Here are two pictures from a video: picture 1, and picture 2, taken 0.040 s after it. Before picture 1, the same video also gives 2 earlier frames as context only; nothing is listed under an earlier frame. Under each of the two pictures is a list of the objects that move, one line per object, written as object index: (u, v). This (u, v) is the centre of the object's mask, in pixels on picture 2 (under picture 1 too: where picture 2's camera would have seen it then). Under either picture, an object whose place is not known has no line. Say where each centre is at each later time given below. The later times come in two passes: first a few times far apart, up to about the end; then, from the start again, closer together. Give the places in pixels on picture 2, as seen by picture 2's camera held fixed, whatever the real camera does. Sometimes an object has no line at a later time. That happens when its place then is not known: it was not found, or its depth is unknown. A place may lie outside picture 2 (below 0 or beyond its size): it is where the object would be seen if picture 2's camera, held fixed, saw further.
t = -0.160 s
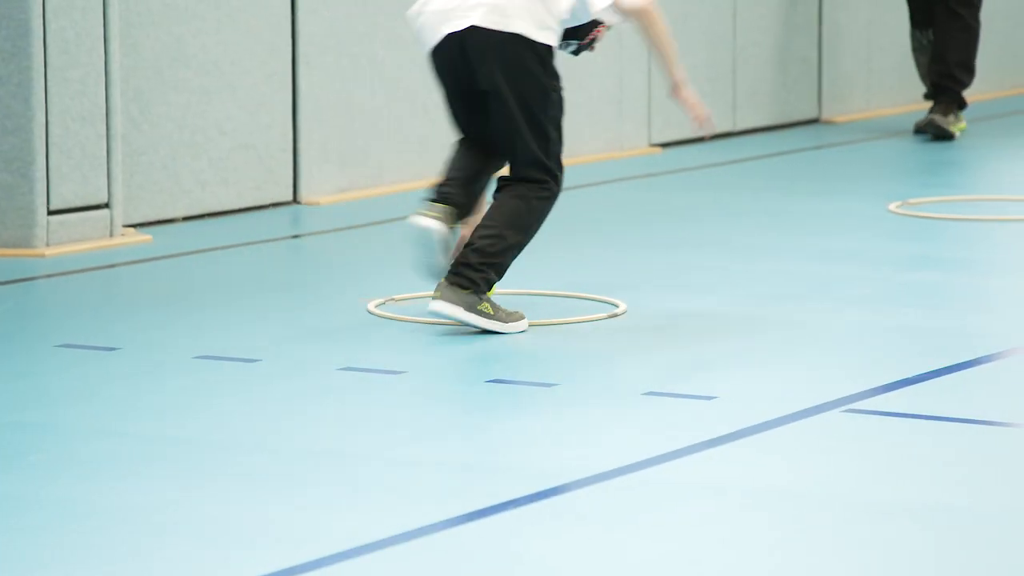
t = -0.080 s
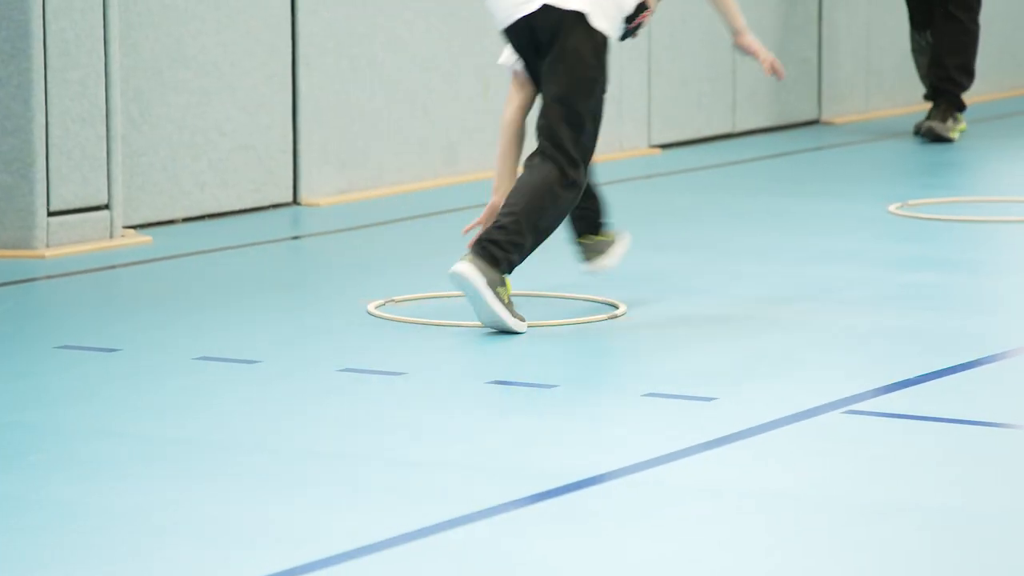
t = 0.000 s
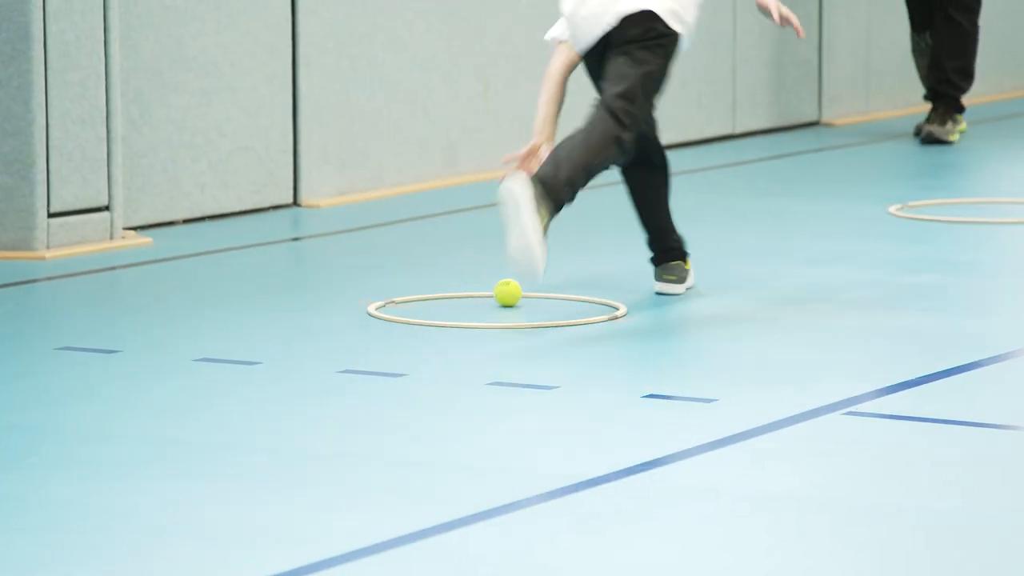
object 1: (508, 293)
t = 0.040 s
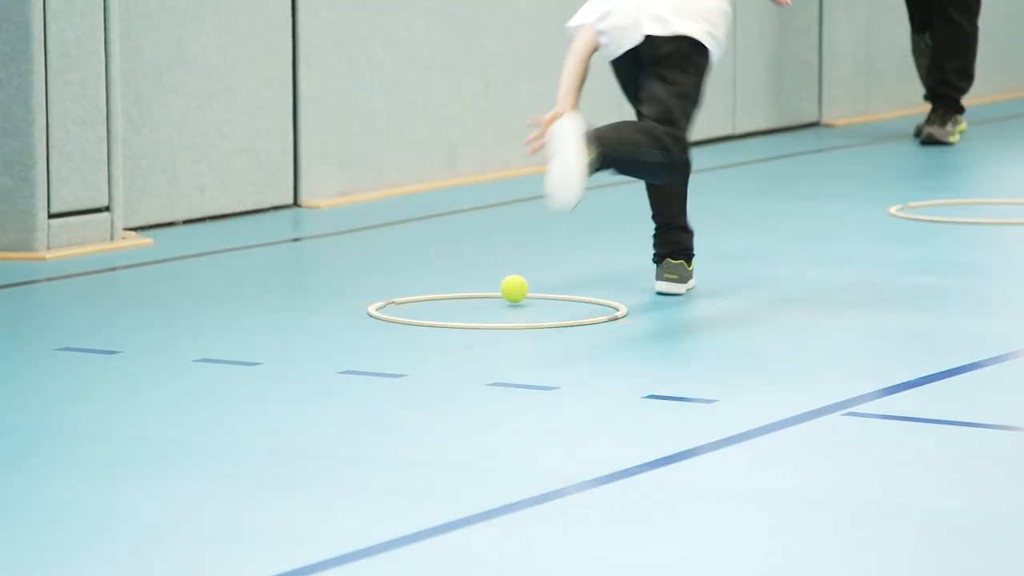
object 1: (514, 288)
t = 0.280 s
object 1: (544, 276)
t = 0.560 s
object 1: (576, 279)
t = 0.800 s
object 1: (602, 274)
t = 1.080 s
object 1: (632, 269)
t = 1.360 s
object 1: (660, 264)
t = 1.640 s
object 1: (685, 260)
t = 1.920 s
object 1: (708, 256)
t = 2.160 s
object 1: (727, 253)
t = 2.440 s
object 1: (747, 250)
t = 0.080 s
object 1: (520, 290)
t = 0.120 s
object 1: (526, 288)
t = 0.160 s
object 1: (532, 287)
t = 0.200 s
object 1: (538, 286)
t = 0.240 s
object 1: (541, 279)
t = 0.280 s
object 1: (544, 276)
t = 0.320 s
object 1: (547, 280)
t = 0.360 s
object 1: (552, 280)
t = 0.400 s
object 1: (557, 281)
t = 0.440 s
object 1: (561, 281)
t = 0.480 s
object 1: (566, 280)
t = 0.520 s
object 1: (571, 280)
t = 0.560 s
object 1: (576, 279)
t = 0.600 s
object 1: (580, 278)
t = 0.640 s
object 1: (585, 277)
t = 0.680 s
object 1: (589, 276)
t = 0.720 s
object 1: (593, 275)
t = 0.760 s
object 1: (598, 274)
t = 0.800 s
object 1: (602, 274)
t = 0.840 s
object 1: (607, 273)
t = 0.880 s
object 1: (611, 272)
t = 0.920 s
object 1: (615, 271)
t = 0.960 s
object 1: (619, 270)
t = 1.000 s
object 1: (624, 269)
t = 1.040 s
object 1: (628, 269)
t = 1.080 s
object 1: (632, 269)
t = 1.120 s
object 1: (636, 268)
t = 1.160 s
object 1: (640, 267)
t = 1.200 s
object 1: (644, 267)
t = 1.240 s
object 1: (648, 266)
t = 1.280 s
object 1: (652, 265)
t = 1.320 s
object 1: (656, 264)
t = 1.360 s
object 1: (660, 264)
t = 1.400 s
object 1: (663, 263)
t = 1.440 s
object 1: (667, 262)
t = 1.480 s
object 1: (670, 262)
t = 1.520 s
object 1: (674, 261)
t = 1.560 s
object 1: (678, 261)
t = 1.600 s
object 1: (681, 260)
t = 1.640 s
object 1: (685, 260)
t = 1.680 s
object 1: (688, 259)
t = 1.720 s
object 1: (692, 258)
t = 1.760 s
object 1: (695, 258)
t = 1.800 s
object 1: (699, 258)
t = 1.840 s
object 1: (702, 257)
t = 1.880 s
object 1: (705, 256)
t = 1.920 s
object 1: (708, 256)
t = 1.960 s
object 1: (712, 255)
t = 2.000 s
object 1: (715, 255)
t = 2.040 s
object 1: (718, 255)
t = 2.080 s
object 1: (721, 254)
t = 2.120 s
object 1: (724, 254)
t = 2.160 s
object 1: (727, 253)
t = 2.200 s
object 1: (730, 253)
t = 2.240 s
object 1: (733, 252)
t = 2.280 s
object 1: (736, 252)
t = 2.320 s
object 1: (739, 251)
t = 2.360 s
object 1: (742, 251)
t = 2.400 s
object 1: (745, 250)
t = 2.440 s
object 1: (747, 250)
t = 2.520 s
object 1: (753, 249)
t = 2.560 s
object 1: (756, 249)
